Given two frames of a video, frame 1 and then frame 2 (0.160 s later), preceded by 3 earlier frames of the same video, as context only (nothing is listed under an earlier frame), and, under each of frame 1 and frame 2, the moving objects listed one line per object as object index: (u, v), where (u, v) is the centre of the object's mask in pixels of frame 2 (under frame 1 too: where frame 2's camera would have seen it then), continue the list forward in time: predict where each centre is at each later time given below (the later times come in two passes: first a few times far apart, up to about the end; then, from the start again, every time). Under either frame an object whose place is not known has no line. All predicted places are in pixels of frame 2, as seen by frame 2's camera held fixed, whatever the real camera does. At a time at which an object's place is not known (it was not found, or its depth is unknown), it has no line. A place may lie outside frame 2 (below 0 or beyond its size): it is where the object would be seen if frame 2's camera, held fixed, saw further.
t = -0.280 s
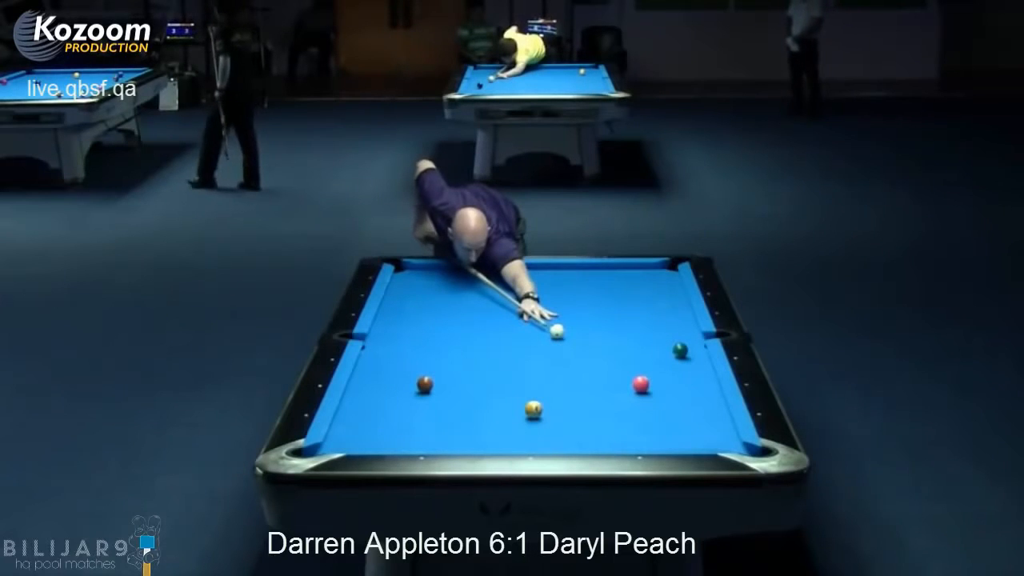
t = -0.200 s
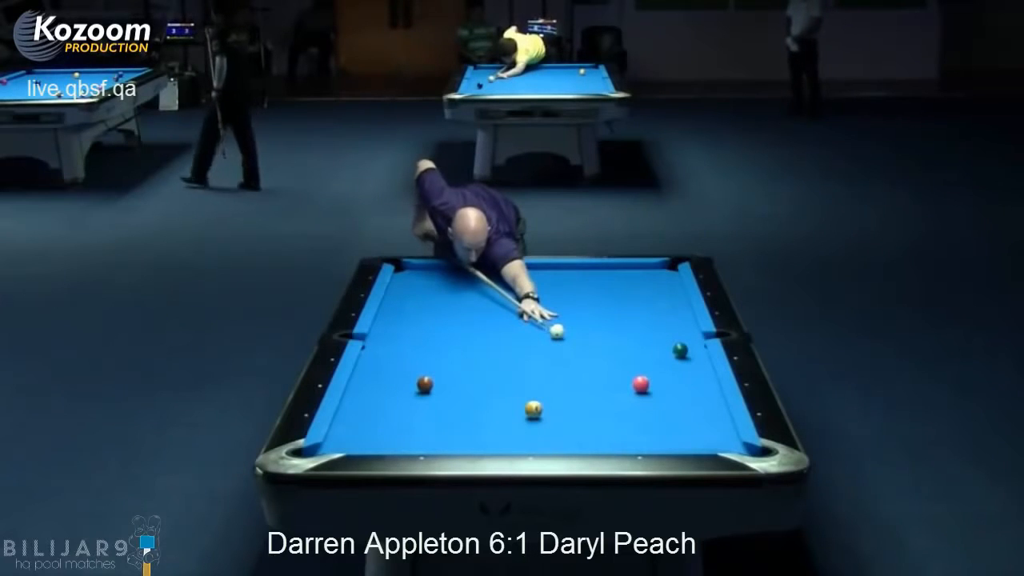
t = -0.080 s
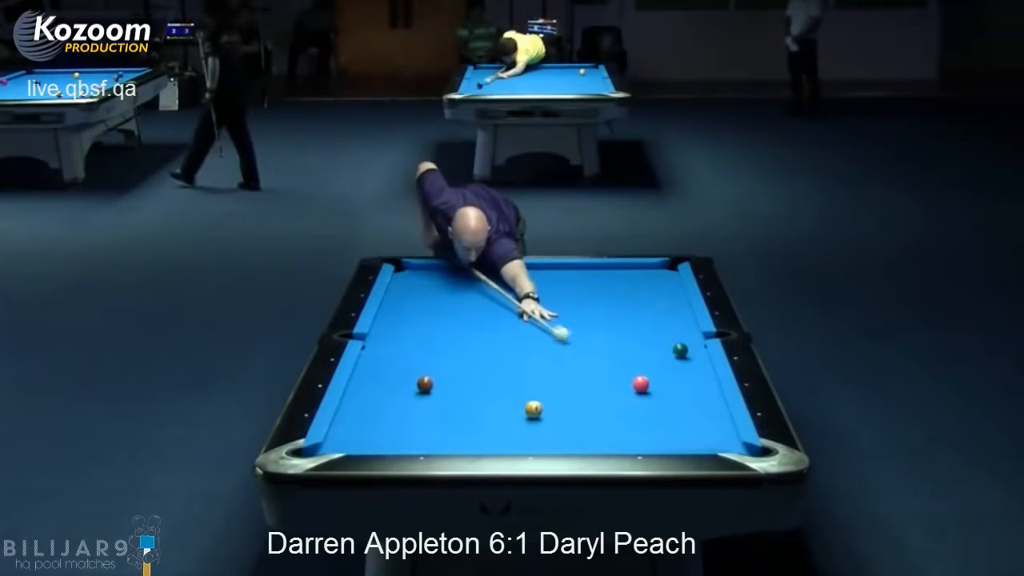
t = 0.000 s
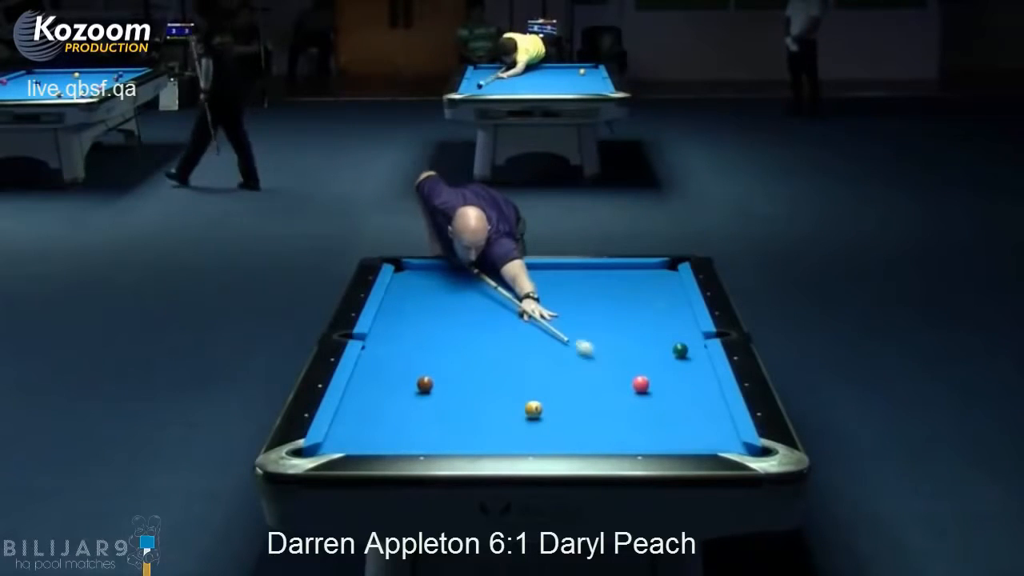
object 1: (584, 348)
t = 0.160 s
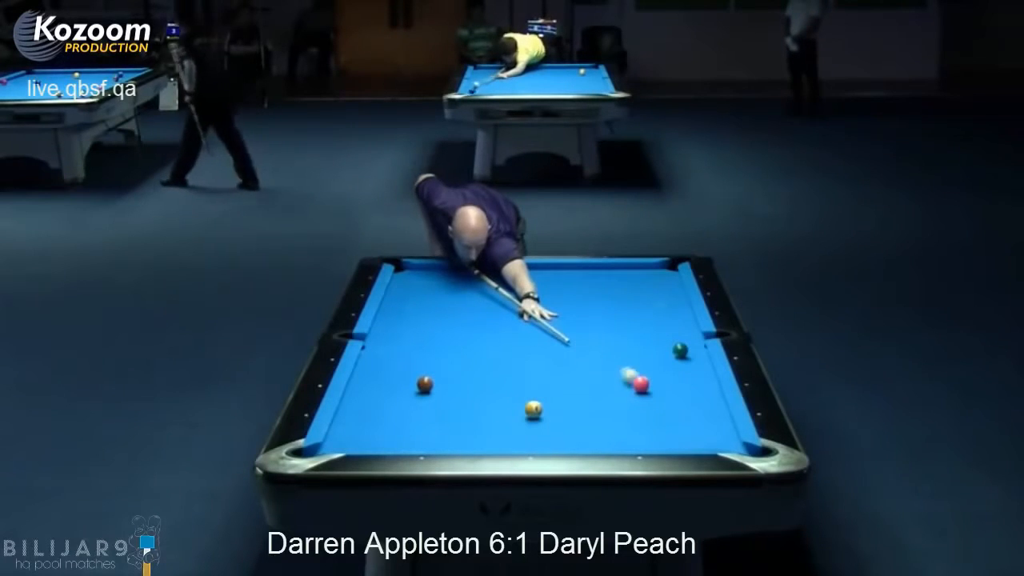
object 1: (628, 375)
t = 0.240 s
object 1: (638, 379)
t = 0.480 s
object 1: (645, 378)
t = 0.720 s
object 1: (652, 377)
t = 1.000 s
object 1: (658, 377)
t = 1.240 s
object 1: (662, 376)
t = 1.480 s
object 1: (665, 376)
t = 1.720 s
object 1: (667, 376)
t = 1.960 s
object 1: (667, 376)
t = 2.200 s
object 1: (667, 376)
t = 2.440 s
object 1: (667, 376)
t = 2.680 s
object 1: (667, 376)
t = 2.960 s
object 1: (667, 376)
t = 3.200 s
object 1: (667, 376)
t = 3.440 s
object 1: (667, 376)
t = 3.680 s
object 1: (667, 376)
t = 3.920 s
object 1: (667, 376)
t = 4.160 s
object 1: (667, 376)
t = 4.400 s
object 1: (667, 376)
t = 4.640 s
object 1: (667, 376)
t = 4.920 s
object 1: (667, 376)
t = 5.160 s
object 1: (667, 376)
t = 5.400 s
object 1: (667, 376)
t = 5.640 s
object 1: (667, 376)
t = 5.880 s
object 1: (667, 376)
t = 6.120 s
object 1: (667, 376)
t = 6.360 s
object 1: (667, 376)
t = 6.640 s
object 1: (666, 376)
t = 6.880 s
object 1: (667, 376)
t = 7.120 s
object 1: (667, 376)
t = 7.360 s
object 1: (667, 376)
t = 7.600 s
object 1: (667, 376)
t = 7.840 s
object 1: (667, 376)
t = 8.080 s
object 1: (666, 376)
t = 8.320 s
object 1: (666, 376)
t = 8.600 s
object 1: (666, 376)
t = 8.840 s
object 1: (667, 376)
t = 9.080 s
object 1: (667, 376)
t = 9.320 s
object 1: (667, 376)
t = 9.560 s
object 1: (667, 376)
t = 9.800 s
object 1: (667, 376)
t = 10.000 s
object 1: (667, 376)
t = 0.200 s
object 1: (635, 379)
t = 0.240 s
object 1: (638, 379)
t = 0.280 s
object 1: (639, 379)
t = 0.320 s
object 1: (640, 379)
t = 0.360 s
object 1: (641, 379)
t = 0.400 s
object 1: (643, 379)
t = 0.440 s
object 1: (644, 378)
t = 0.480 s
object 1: (645, 378)
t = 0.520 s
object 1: (646, 378)
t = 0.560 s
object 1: (647, 378)
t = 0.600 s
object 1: (648, 378)
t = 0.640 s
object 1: (650, 378)
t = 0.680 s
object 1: (651, 377)
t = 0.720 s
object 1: (652, 377)
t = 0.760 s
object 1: (653, 377)
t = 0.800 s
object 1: (654, 377)
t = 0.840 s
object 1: (654, 377)
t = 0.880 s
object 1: (655, 377)
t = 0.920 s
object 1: (656, 377)
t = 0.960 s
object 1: (657, 377)
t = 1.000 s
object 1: (658, 377)
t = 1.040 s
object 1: (659, 377)
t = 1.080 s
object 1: (660, 376)
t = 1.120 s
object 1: (660, 376)
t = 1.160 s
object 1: (661, 376)
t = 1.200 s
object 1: (661, 376)
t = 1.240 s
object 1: (662, 376)
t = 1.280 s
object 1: (663, 376)
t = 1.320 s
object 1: (663, 376)
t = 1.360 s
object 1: (664, 376)
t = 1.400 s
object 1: (665, 376)
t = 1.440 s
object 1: (665, 376)
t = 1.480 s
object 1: (665, 376)
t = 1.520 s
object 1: (665, 376)
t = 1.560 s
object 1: (666, 376)
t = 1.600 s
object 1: (666, 376)
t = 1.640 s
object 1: (666, 376)
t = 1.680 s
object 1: (667, 376)
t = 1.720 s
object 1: (667, 376)
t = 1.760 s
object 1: (667, 376)
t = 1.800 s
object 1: (667, 376)
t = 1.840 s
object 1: (667, 376)
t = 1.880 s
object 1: (667, 376)
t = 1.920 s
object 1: (667, 376)
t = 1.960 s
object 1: (667, 376)
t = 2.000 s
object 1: (667, 376)
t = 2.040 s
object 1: (667, 376)
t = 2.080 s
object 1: (667, 376)
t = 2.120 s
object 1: (667, 376)
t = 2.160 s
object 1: (667, 376)
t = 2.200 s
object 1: (667, 376)
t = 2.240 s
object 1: (667, 376)
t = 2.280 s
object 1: (667, 376)
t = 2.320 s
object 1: (667, 376)
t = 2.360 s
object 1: (667, 376)
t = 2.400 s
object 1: (667, 376)
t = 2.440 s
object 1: (667, 376)
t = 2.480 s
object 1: (667, 376)
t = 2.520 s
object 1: (667, 376)
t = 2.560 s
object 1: (667, 376)
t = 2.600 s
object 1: (667, 376)
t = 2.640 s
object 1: (667, 376)
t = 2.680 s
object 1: (667, 376)
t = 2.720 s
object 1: (667, 376)
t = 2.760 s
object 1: (667, 376)
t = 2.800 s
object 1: (667, 376)
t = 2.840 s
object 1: (667, 376)
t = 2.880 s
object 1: (667, 376)
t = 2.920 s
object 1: (667, 376)
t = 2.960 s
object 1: (667, 376)
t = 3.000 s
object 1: (667, 376)
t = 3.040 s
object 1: (667, 376)
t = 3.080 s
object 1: (667, 376)
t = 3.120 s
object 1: (667, 376)
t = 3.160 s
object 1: (667, 376)
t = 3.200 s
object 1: (667, 376)
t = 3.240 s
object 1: (667, 376)
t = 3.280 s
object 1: (667, 376)
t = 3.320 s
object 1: (667, 376)
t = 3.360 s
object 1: (667, 376)
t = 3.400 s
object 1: (667, 376)
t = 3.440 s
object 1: (667, 376)
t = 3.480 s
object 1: (667, 376)
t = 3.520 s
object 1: (667, 376)
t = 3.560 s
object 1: (667, 376)
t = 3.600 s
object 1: (667, 376)
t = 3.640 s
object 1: (667, 376)
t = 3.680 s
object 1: (667, 376)
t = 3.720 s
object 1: (667, 376)
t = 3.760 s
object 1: (667, 376)
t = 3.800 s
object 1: (667, 376)
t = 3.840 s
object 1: (667, 376)
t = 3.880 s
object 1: (667, 376)
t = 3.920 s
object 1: (667, 376)
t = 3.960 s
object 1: (667, 376)
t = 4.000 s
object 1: (667, 376)
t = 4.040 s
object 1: (667, 376)
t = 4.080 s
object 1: (667, 376)
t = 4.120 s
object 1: (667, 376)
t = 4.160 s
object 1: (667, 376)
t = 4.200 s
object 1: (667, 376)
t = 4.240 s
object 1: (667, 376)
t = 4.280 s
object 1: (667, 376)
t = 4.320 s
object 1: (667, 376)
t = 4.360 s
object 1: (667, 376)
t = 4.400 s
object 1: (667, 376)
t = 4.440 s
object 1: (667, 376)
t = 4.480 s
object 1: (667, 376)
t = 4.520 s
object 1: (667, 376)
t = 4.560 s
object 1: (667, 376)
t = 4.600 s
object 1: (667, 376)
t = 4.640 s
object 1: (667, 376)
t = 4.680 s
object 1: (667, 376)
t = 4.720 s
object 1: (667, 376)
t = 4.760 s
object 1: (667, 376)
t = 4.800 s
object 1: (667, 376)
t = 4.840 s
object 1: (667, 376)
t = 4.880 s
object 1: (667, 376)
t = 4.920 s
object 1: (667, 376)
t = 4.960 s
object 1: (667, 376)
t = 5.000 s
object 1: (667, 376)
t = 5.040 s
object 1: (667, 376)
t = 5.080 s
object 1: (667, 376)
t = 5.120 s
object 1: (667, 376)
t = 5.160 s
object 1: (667, 376)
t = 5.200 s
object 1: (667, 376)
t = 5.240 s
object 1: (667, 376)
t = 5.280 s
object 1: (667, 376)
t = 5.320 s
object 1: (667, 376)
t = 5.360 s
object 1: (667, 376)
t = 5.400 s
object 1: (667, 376)
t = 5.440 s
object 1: (667, 376)
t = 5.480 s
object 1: (667, 376)
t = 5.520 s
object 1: (667, 376)
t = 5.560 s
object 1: (667, 376)
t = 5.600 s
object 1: (667, 376)
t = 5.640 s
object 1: (667, 376)
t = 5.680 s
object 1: (667, 376)
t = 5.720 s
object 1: (667, 376)
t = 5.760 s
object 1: (667, 376)
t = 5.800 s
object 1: (667, 376)
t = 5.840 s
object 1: (667, 376)
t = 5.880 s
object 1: (667, 376)
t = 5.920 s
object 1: (667, 376)
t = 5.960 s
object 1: (667, 376)
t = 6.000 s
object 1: (667, 376)
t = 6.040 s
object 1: (667, 376)
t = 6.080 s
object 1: (667, 376)
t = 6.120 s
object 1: (667, 376)
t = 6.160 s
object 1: (667, 376)
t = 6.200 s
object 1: (667, 376)
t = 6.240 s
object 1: (667, 376)
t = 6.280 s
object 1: (667, 376)
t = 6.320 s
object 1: (667, 376)
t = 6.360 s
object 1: (667, 376)
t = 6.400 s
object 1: (667, 376)
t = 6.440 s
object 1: (667, 376)
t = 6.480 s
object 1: (667, 376)
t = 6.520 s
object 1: (667, 376)
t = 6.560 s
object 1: (667, 376)
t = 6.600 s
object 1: (666, 376)
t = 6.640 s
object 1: (666, 376)
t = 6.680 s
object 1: (667, 376)
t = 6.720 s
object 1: (667, 376)
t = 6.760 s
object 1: (667, 376)
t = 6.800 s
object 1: (667, 376)
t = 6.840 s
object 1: (667, 376)
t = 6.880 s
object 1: (667, 376)
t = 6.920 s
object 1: (667, 376)
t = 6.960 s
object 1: (667, 376)
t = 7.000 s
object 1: (667, 376)
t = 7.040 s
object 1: (667, 376)
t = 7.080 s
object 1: (666, 376)
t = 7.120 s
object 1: (667, 376)
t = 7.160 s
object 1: (666, 376)
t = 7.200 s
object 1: (666, 376)
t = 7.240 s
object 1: (667, 376)
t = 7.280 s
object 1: (667, 376)
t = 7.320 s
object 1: (667, 376)
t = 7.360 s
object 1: (667, 376)
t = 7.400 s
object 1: (666, 376)
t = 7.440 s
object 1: (667, 376)
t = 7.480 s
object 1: (666, 376)
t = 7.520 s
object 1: (666, 376)
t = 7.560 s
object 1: (667, 376)
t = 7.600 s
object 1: (667, 376)
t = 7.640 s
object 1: (667, 376)
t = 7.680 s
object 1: (666, 376)
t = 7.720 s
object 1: (667, 376)
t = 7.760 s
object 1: (667, 376)
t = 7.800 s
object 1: (666, 376)
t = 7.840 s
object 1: (667, 376)
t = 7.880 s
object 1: (667, 376)
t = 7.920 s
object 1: (667, 376)
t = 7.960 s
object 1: (667, 376)
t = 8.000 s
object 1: (667, 376)
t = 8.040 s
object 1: (667, 376)
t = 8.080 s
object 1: (666, 376)
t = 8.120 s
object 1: (666, 376)
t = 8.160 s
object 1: (666, 376)
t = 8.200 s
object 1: (666, 376)
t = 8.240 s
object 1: (666, 376)
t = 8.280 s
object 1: (666, 377)
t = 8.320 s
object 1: (666, 376)
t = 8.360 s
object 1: (666, 376)
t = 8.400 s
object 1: (666, 376)
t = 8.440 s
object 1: (667, 376)
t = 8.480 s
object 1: (666, 376)
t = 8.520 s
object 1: (666, 376)
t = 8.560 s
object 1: (666, 376)
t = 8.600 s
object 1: (666, 376)
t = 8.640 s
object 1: (666, 376)
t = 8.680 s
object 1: (666, 376)
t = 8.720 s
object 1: (666, 376)
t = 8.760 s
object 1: (666, 376)
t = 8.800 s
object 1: (666, 376)
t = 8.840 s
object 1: (667, 376)
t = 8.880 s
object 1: (667, 376)
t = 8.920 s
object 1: (667, 376)
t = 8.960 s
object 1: (667, 376)
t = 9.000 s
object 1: (667, 376)
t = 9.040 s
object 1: (667, 376)
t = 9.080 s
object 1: (667, 376)
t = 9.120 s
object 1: (667, 376)
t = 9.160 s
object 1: (667, 376)
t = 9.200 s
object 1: (667, 376)
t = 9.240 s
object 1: (667, 376)
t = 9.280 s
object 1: (667, 376)
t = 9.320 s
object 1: (667, 376)
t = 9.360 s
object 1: (667, 376)
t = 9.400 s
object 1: (667, 376)
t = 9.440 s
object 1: (667, 376)
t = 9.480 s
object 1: (667, 376)
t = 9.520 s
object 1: (667, 376)
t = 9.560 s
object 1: (667, 376)
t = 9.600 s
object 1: (667, 376)
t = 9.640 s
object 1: (667, 376)
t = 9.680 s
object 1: (667, 376)
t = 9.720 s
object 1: (667, 376)
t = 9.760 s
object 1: (667, 376)
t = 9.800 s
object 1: (667, 376)
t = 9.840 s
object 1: (667, 376)
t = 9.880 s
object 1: (667, 376)
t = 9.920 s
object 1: (667, 376)
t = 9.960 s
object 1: (667, 376)
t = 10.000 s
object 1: (667, 376)
